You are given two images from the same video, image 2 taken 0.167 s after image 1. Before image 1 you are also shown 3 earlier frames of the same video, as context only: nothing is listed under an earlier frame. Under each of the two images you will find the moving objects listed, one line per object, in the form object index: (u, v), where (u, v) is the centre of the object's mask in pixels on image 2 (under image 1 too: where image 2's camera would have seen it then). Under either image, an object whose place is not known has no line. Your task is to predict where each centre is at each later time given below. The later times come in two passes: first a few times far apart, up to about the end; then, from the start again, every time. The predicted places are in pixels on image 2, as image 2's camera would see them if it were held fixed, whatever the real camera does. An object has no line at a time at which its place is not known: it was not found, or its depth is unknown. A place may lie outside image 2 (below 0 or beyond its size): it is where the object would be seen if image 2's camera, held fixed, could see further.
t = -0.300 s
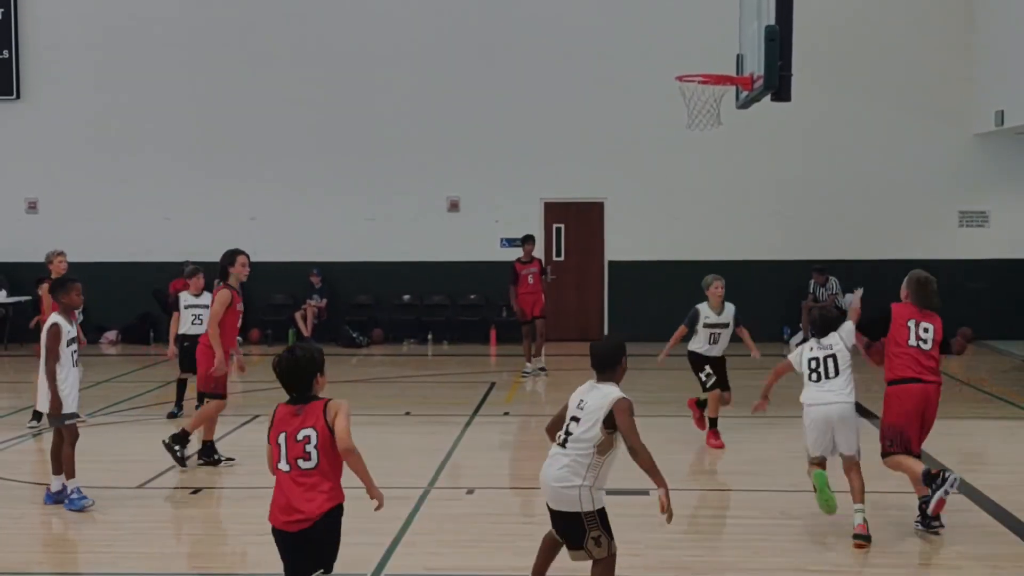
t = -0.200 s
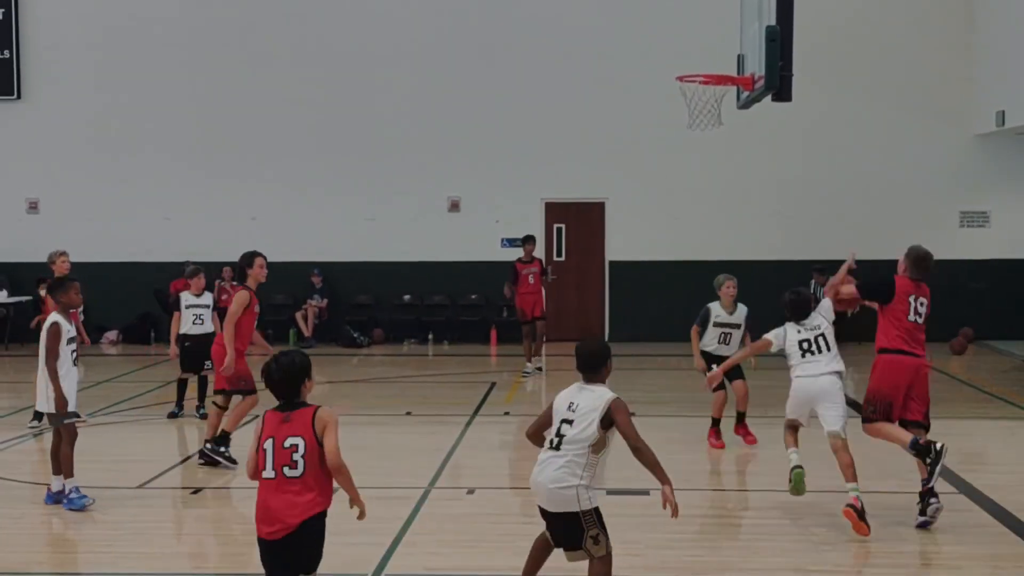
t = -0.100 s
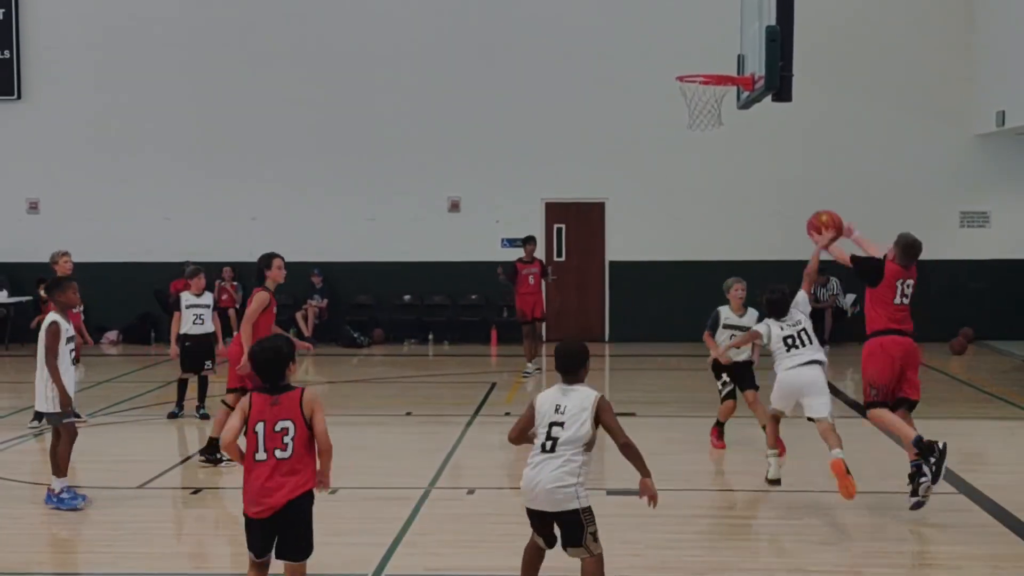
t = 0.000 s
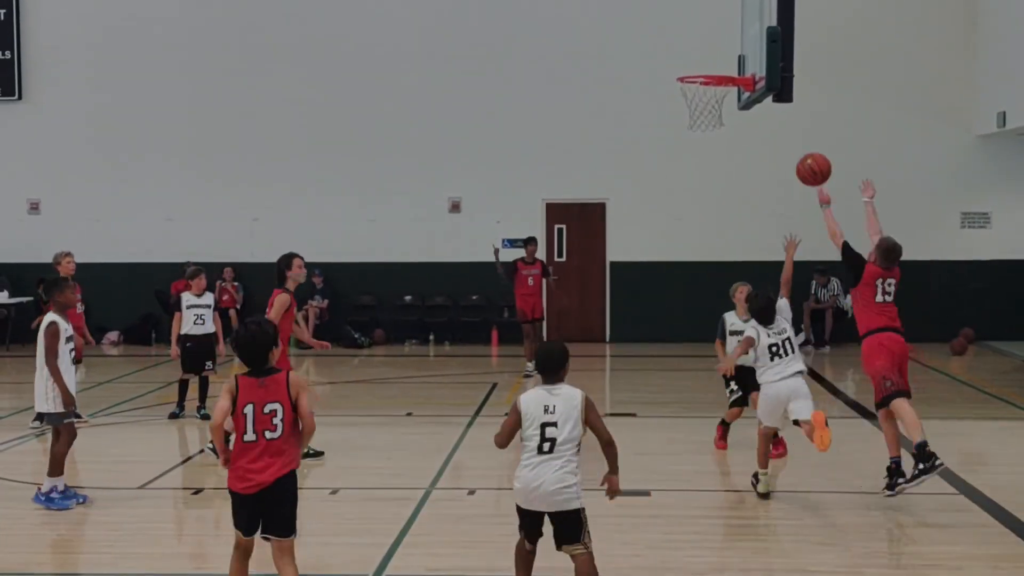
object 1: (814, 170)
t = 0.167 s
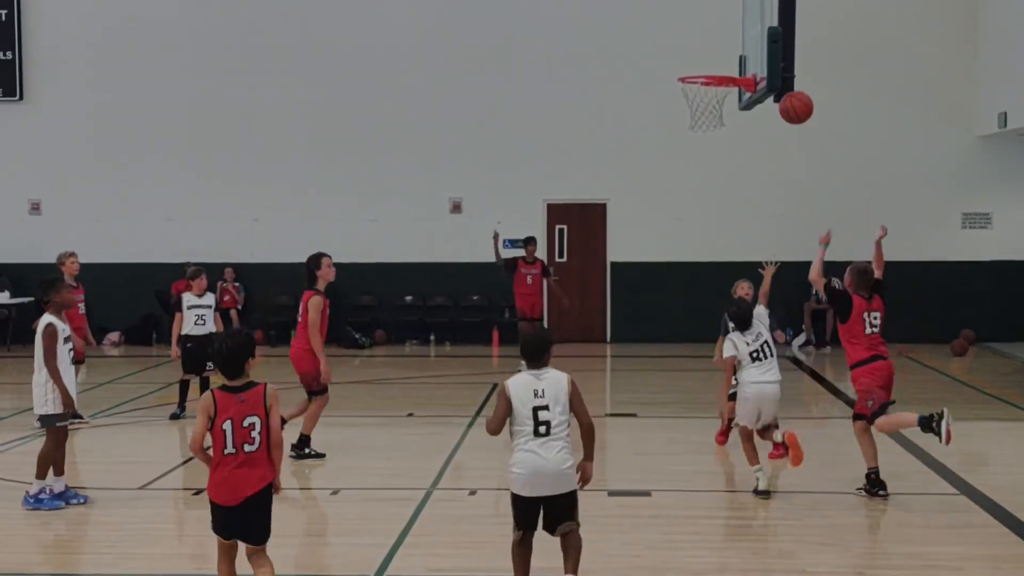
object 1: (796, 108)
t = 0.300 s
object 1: (783, 88)
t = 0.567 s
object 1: (769, 128)
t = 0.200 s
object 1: (793, 100)
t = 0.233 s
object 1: (789, 95)
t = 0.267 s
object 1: (786, 90)
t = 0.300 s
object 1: (783, 88)
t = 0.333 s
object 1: (780, 87)
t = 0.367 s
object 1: (777, 87)
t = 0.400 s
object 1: (773, 89)
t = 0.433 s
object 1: (772, 93)
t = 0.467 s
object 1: (771, 100)
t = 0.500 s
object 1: (770, 108)
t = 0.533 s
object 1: (770, 118)
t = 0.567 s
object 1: (769, 128)
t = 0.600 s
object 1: (769, 141)
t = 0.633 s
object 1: (768, 155)
